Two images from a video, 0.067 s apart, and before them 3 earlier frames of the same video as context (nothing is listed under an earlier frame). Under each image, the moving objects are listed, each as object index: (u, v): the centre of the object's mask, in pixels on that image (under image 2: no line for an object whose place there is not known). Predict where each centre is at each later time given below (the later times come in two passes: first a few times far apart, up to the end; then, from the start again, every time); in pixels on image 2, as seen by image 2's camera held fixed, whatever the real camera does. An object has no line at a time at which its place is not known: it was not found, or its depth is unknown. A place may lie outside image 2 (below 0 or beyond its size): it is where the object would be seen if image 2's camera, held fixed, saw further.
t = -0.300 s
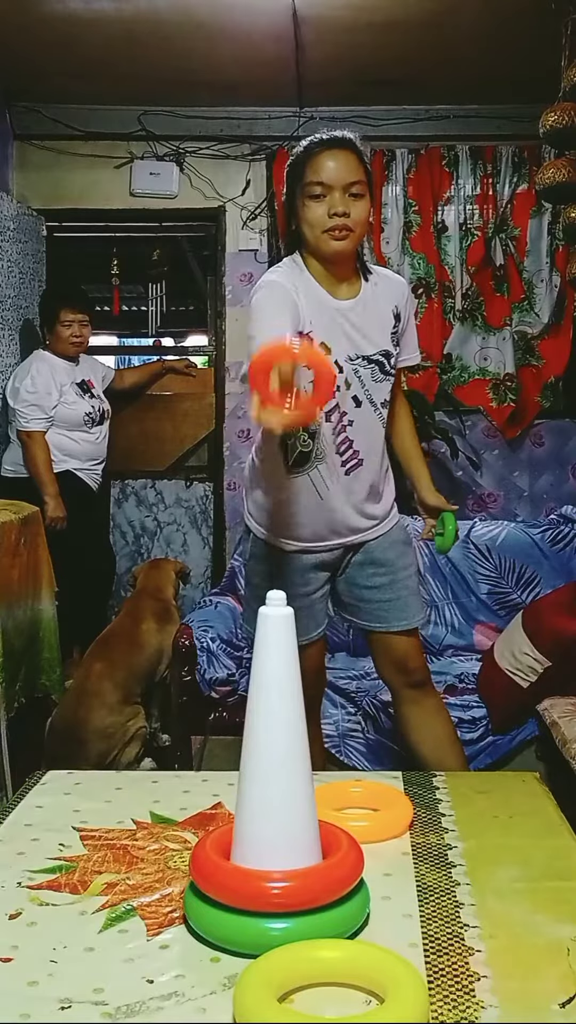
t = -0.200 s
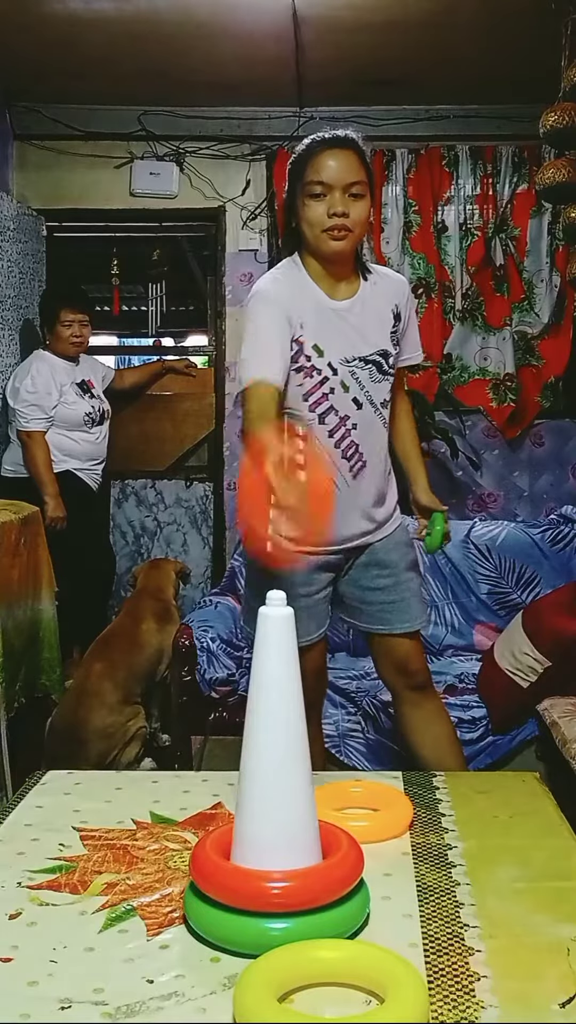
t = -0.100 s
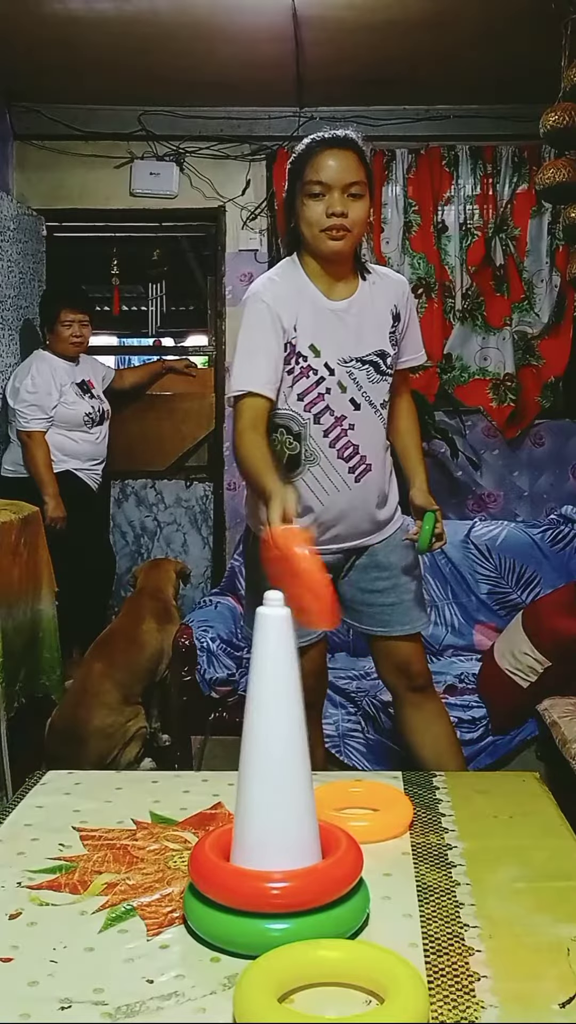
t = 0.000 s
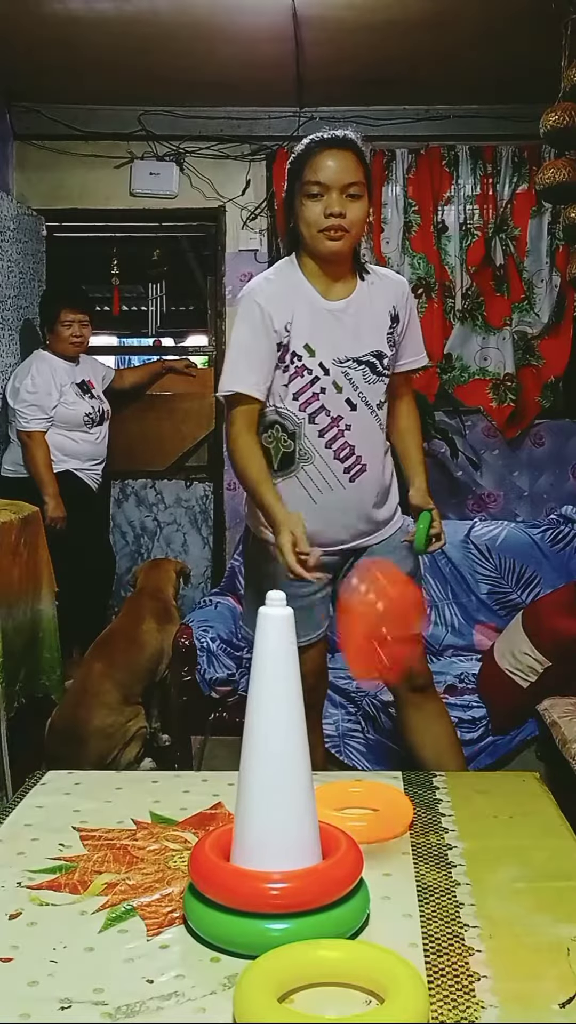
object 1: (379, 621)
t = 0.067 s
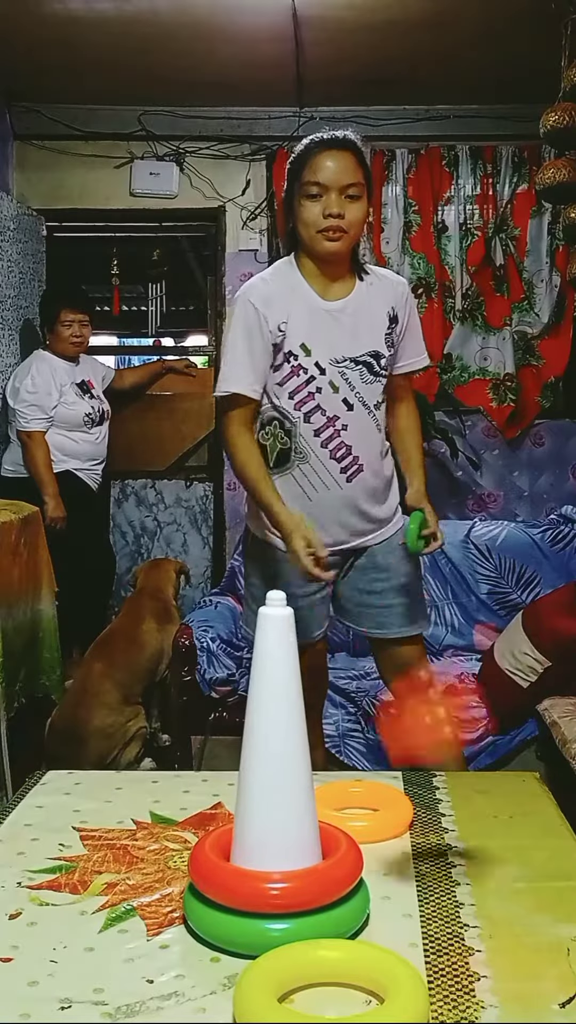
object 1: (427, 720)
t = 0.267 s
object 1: (497, 794)
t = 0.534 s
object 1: (457, 852)
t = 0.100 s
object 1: (453, 771)
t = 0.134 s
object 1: (488, 869)
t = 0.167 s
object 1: (495, 866)
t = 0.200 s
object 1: (496, 822)
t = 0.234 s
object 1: (496, 800)
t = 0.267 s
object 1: (497, 794)
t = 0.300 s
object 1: (498, 798)
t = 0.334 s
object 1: (499, 816)
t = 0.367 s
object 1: (494, 810)
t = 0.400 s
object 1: (488, 808)
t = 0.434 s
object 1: (480, 832)
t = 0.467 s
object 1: (470, 838)
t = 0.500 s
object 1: (462, 850)
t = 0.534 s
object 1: (457, 852)
